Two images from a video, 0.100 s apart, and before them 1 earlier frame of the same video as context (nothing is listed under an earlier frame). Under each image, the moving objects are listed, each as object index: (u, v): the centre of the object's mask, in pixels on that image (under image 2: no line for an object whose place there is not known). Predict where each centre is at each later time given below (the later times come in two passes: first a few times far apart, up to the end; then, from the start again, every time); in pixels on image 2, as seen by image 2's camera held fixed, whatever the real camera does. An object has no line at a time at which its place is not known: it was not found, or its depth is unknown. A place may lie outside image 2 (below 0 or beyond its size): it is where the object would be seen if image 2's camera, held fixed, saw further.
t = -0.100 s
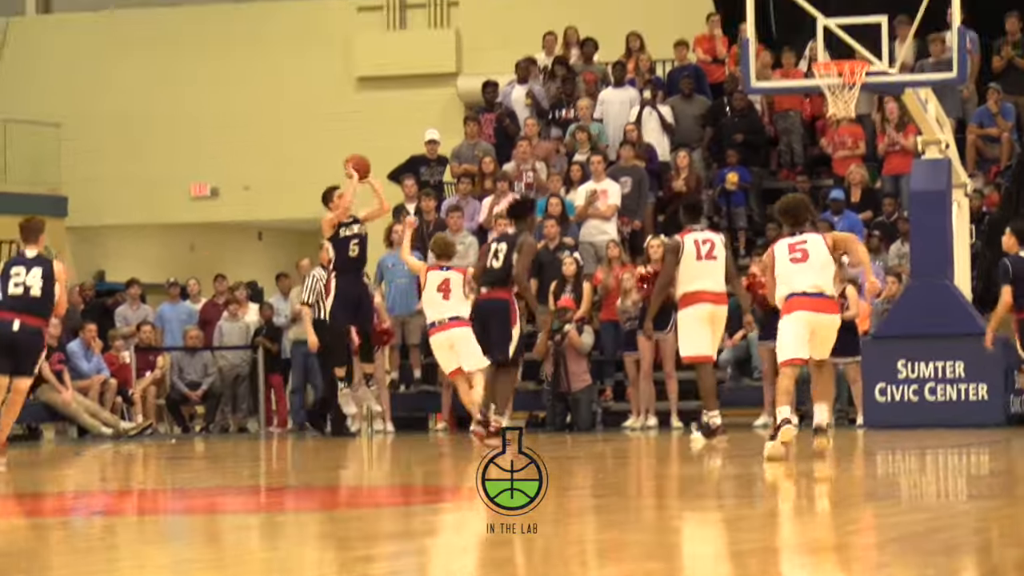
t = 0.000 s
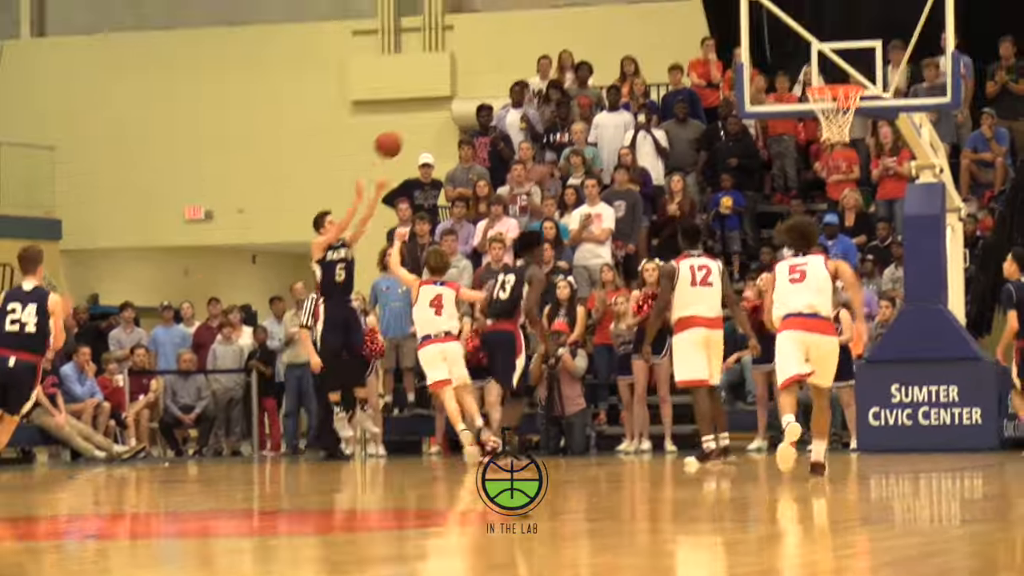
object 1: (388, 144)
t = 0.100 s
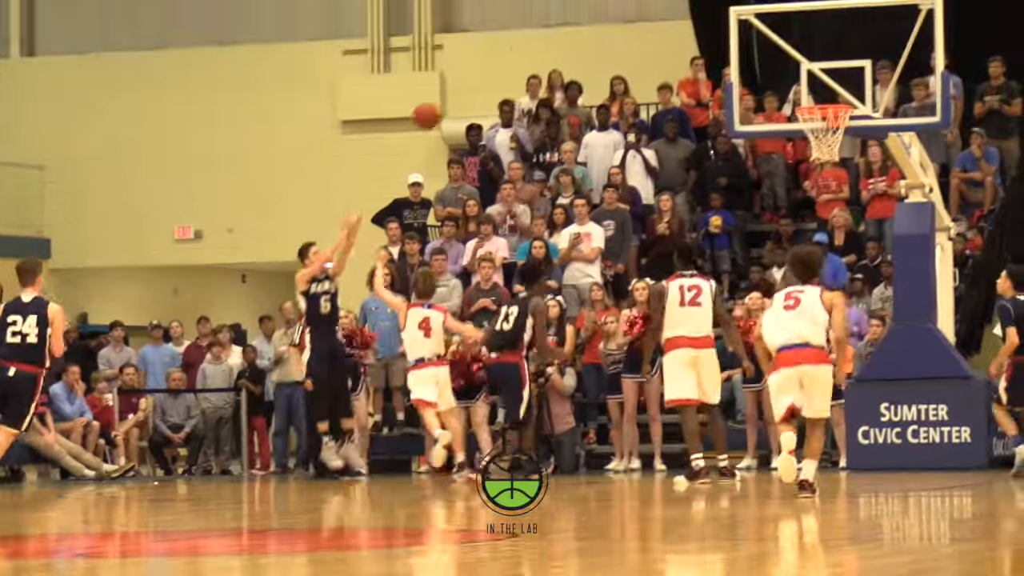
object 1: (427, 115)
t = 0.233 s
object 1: (490, 69)
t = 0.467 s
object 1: (610, 33)
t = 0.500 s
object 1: (627, 32)
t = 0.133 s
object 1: (441, 101)
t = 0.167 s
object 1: (457, 88)
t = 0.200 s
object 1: (473, 78)
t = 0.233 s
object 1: (490, 69)
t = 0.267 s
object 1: (507, 59)
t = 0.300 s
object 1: (524, 52)
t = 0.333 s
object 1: (541, 45)
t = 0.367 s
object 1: (558, 41)
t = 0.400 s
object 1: (575, 37)
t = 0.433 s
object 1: (592, 35)
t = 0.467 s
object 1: (610, 33)
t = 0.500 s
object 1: (627, 32)
